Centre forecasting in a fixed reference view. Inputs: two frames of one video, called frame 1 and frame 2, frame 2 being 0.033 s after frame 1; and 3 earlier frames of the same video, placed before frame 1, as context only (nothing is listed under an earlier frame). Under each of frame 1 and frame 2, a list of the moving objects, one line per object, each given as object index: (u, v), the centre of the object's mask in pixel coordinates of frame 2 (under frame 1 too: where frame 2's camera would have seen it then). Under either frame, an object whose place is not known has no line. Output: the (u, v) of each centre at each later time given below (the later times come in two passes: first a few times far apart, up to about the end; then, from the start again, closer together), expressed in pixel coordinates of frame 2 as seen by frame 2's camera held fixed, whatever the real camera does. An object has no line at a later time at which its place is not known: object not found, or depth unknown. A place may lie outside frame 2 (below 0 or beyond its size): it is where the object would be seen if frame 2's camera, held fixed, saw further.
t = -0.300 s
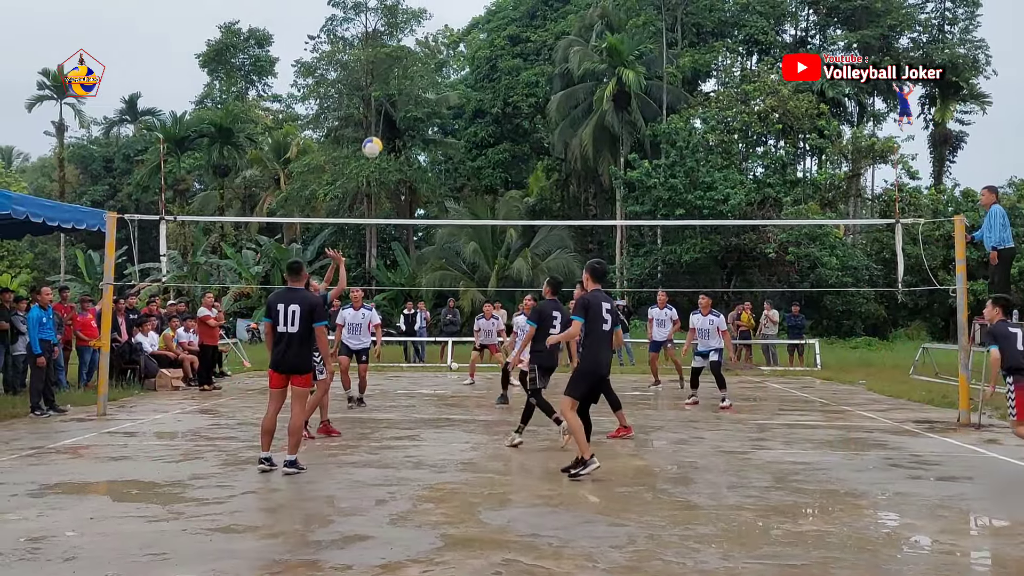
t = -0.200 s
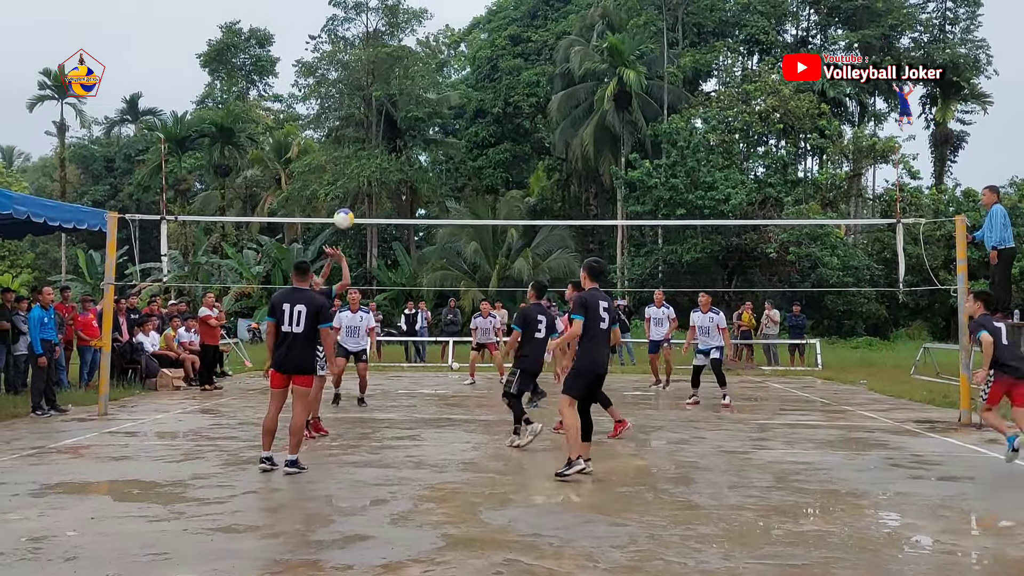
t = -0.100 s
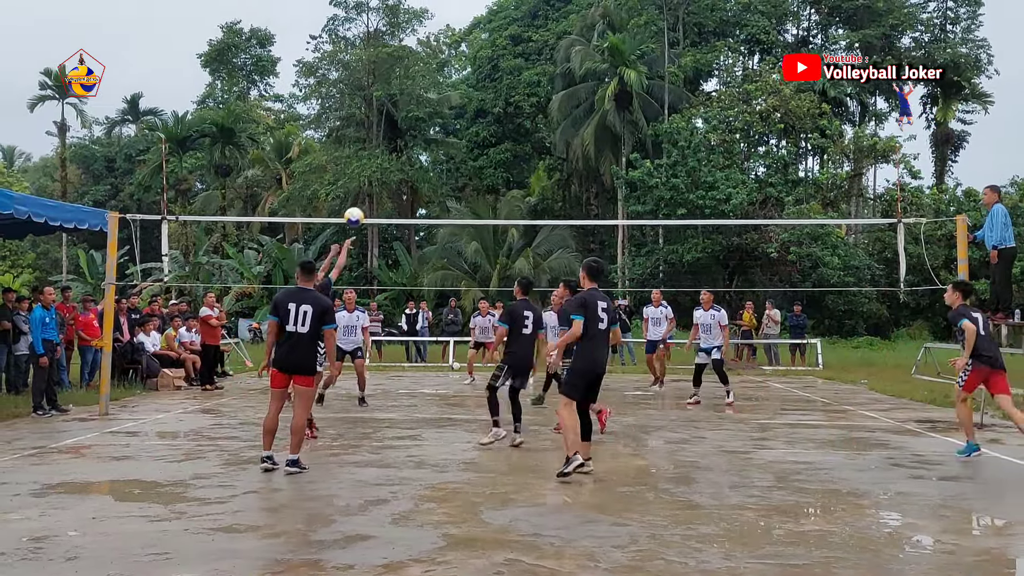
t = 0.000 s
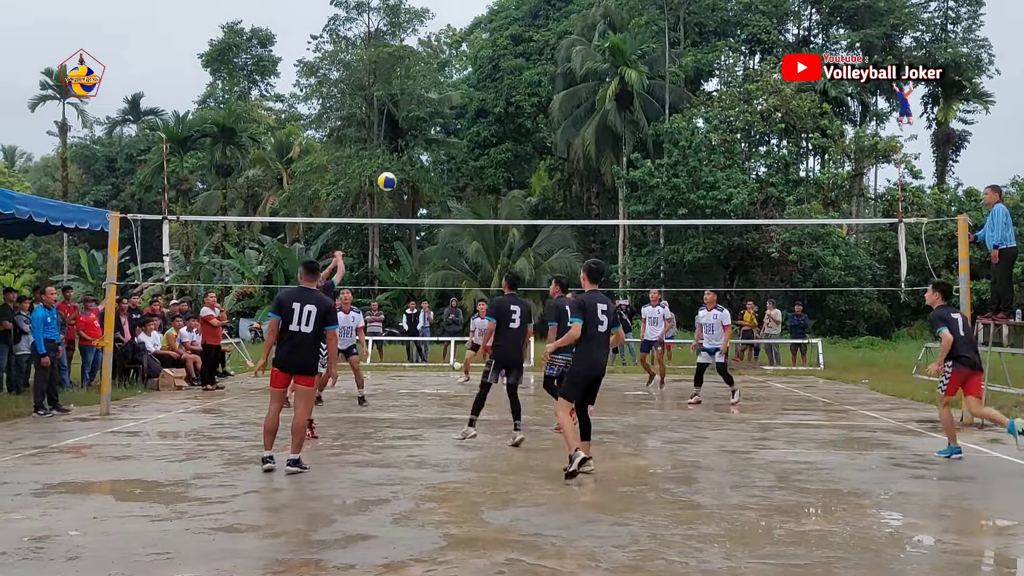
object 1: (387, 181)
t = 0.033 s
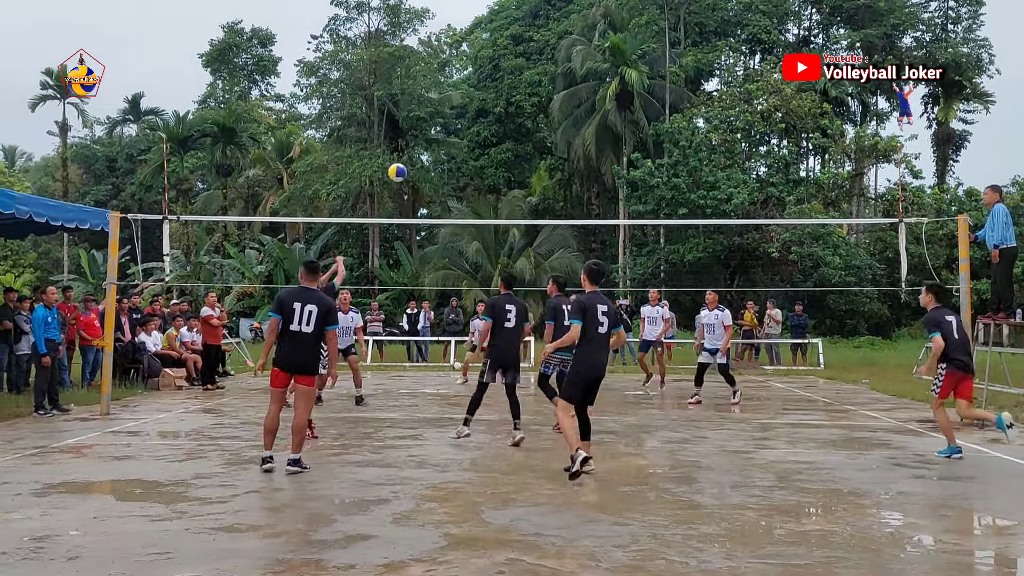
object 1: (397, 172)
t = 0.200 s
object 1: (443, 145)
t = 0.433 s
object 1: (494, 146)
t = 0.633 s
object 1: (529, 175)
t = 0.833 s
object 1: (557, 224)
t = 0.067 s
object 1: (407, 165)
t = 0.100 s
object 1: (417, 158)
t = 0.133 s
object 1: (425, 153)
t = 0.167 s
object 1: (434, 148)
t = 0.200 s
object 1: (443, 145)
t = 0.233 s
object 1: (451, 142)
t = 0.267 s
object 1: (459, 141)
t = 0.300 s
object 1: (467, 140)
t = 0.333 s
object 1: (474, 140)
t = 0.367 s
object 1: (481, 142)
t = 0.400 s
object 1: (488, 144)
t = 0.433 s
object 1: (494, 146)
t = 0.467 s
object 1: (501, 149)
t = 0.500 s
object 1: (507, 153)
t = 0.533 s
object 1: (513, 157)
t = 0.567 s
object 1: (518, 163)
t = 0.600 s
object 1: (524, 169)
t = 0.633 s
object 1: (529, 175)
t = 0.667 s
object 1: (534, 182)
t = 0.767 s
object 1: (548, 206)
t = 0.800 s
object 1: (552, 214)
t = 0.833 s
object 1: (557, 224)
